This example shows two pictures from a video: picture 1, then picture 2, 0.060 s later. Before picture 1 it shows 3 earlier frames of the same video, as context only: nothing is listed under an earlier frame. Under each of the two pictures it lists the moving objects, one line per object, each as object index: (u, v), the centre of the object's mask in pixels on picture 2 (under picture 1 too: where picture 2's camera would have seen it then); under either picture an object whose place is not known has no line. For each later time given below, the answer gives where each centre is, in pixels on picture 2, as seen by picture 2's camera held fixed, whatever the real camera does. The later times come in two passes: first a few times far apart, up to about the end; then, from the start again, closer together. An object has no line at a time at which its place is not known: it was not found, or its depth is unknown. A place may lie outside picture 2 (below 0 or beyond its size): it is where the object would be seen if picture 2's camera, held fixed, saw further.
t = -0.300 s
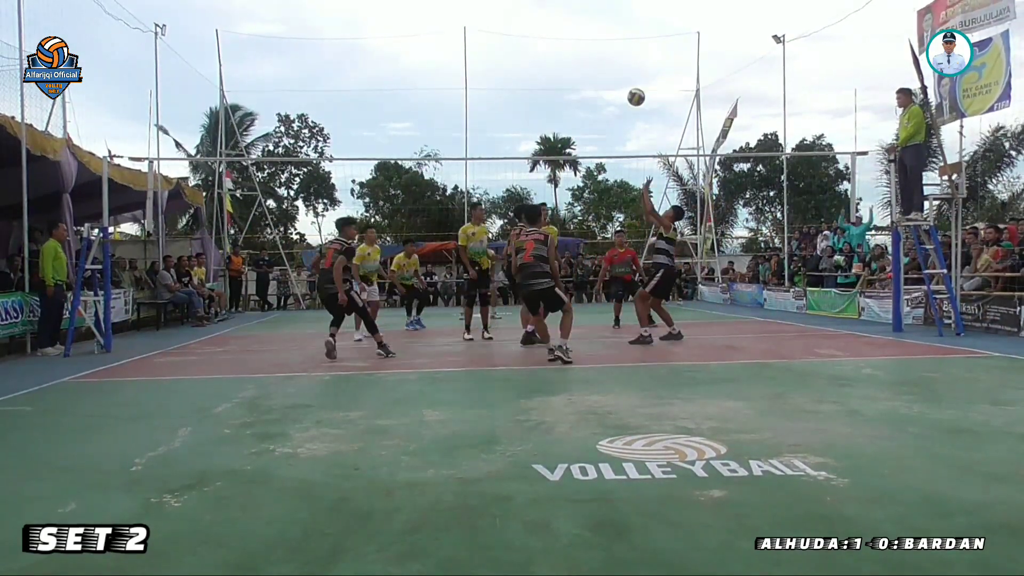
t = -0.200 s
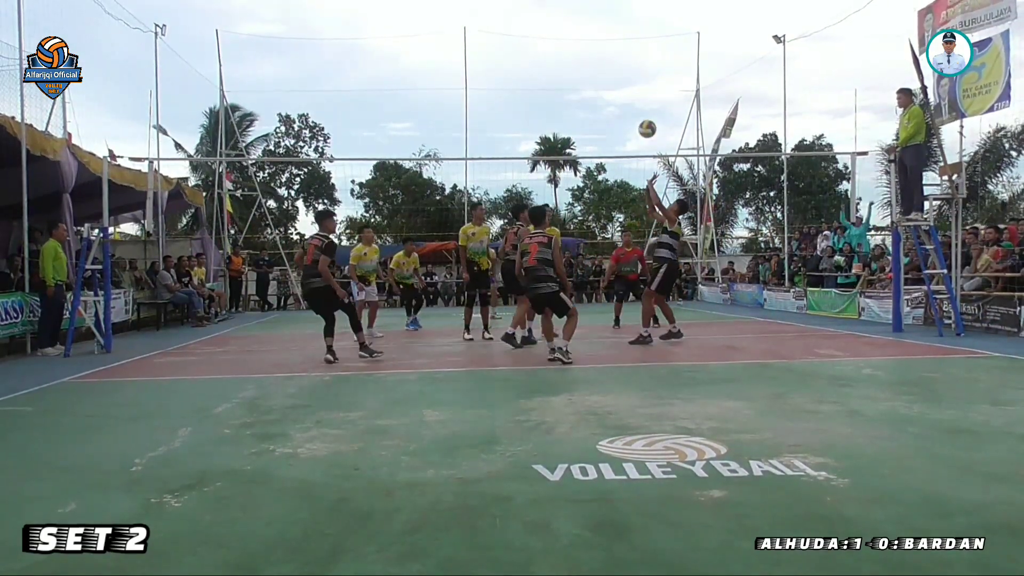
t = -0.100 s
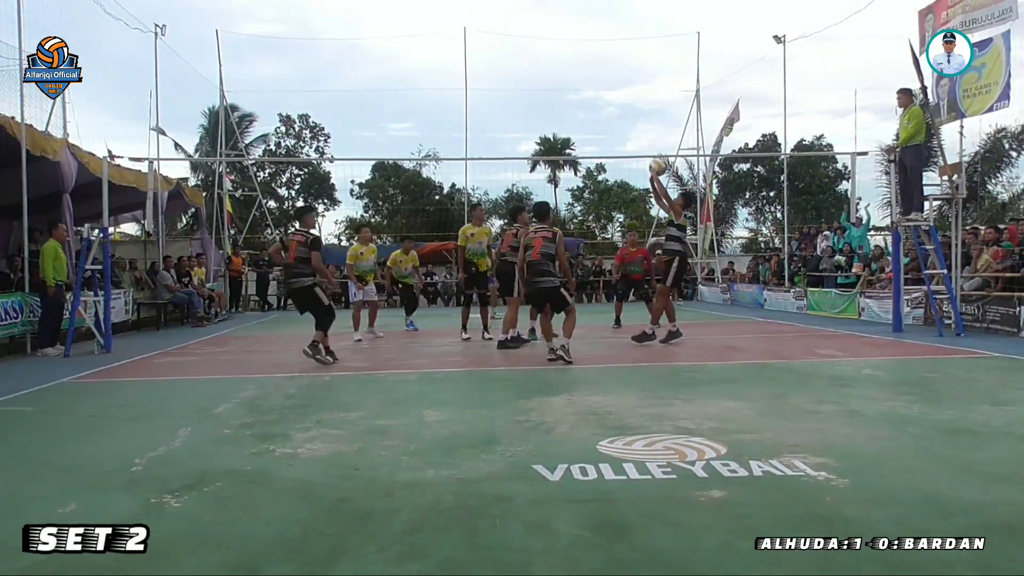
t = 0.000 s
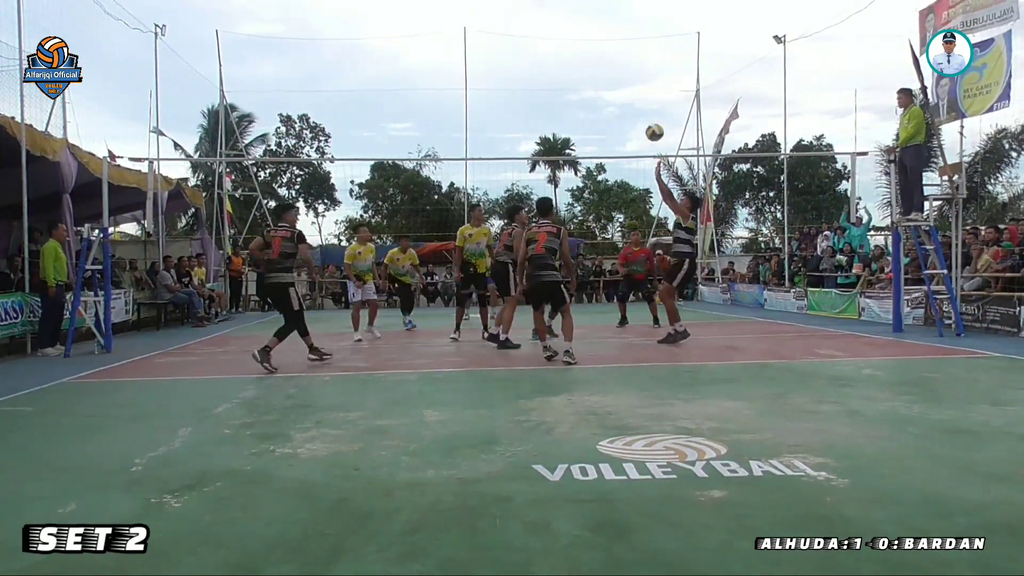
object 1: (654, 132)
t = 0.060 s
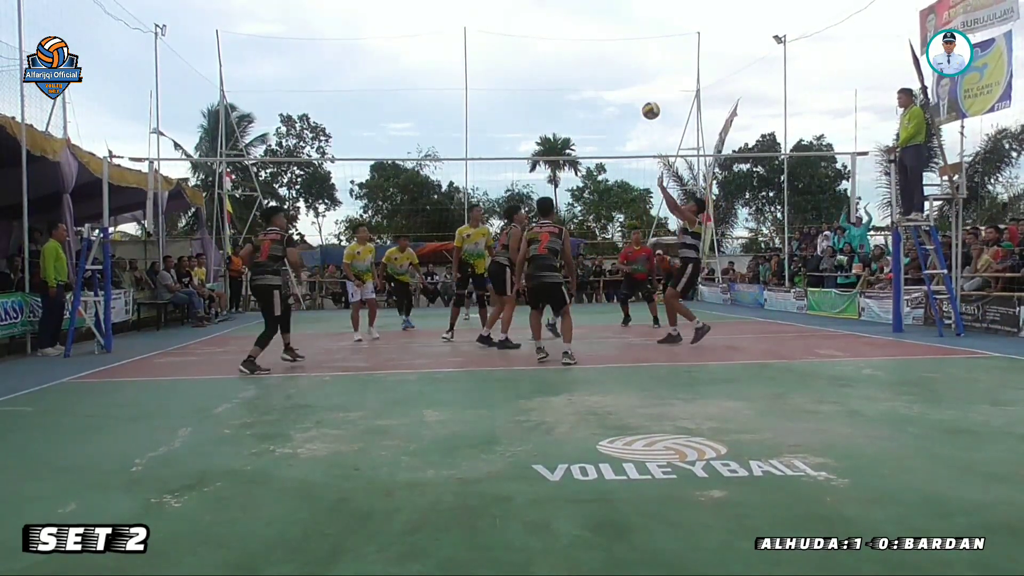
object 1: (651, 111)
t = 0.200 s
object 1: (642, 71)
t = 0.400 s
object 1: (629, 42)
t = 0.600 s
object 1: (616, 45)
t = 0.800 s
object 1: (604, 82)
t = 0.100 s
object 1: (648, 98)
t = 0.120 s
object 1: (647, 91)
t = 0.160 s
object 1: (644, 80)
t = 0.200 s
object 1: (642, 71)
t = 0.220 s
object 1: (641, 66)
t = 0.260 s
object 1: (638, 59)
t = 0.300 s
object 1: (635, 52)
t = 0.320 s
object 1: (634, 49)
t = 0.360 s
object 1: (631, 45)
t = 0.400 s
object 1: (629, 42)
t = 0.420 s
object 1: (627, 41)
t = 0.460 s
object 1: (625, 39)
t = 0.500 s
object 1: (622, 39)
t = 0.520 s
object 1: (621, 40)
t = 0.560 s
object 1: (618, 42)
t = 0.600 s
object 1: (616, 45)
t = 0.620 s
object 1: (615, 47)
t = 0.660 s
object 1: (612, 53)
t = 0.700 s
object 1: (610, 59)
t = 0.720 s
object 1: (609, 63)
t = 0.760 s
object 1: (606, 72)
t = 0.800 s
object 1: (604, 82)
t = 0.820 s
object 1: (603, 87)
